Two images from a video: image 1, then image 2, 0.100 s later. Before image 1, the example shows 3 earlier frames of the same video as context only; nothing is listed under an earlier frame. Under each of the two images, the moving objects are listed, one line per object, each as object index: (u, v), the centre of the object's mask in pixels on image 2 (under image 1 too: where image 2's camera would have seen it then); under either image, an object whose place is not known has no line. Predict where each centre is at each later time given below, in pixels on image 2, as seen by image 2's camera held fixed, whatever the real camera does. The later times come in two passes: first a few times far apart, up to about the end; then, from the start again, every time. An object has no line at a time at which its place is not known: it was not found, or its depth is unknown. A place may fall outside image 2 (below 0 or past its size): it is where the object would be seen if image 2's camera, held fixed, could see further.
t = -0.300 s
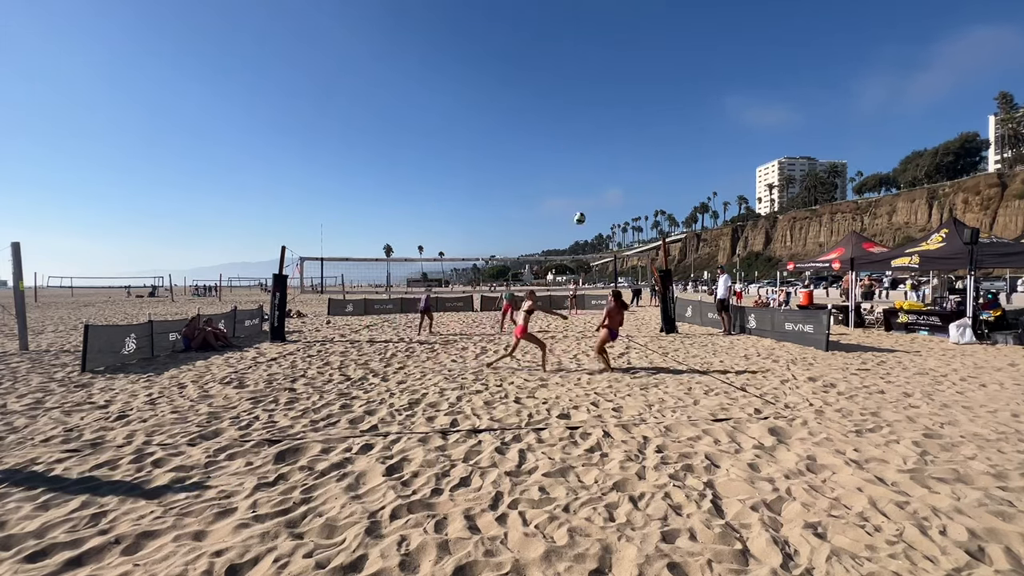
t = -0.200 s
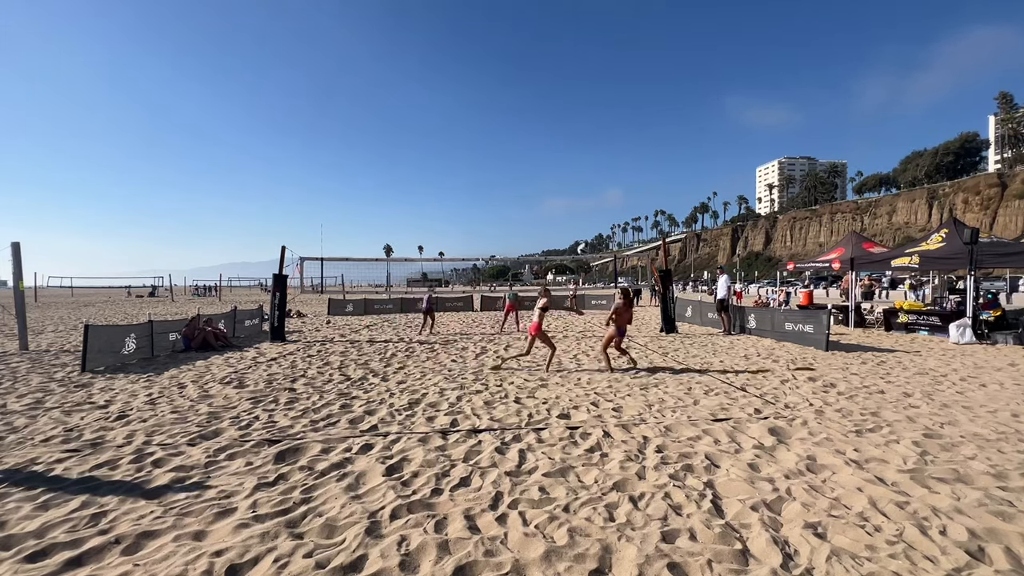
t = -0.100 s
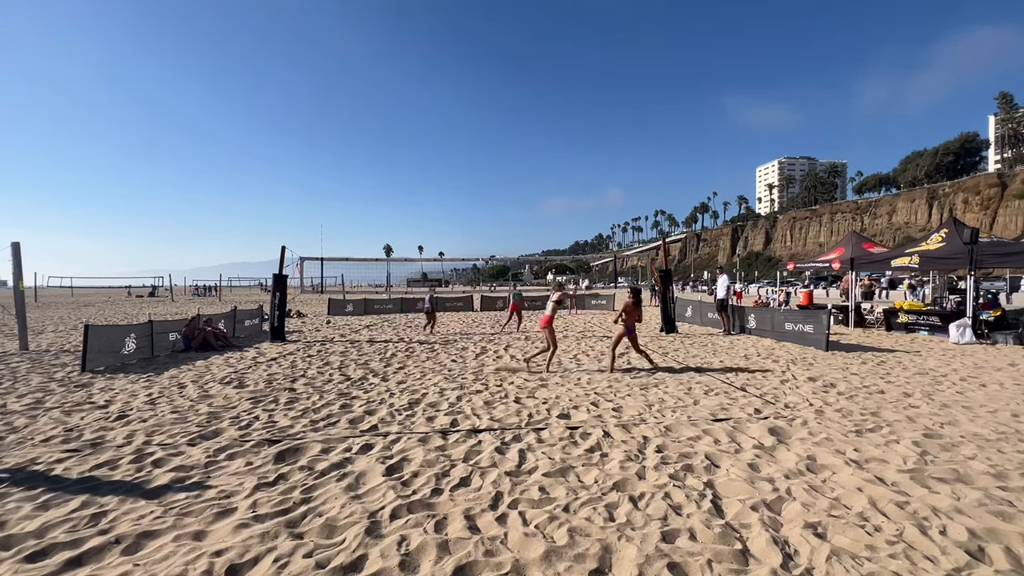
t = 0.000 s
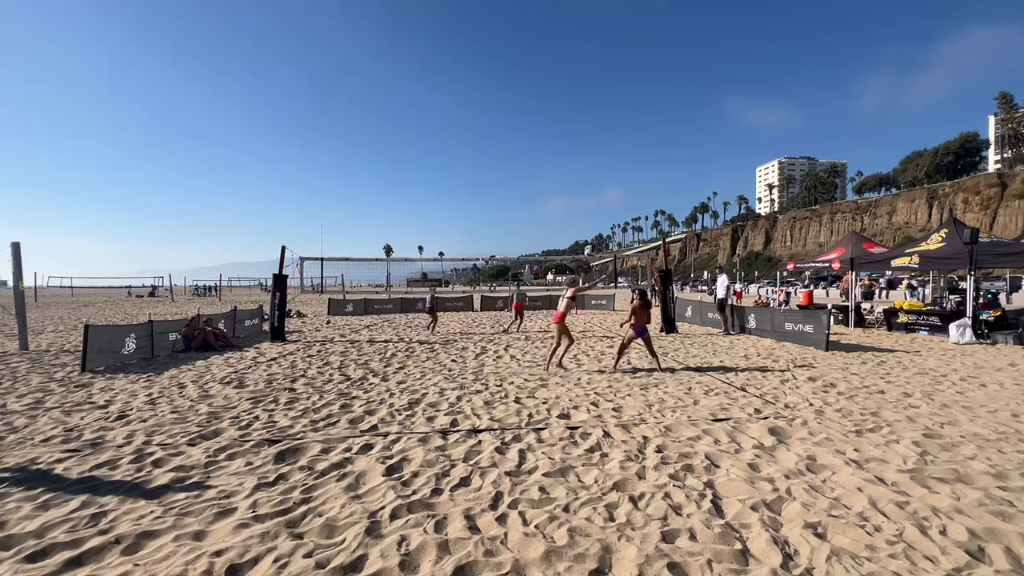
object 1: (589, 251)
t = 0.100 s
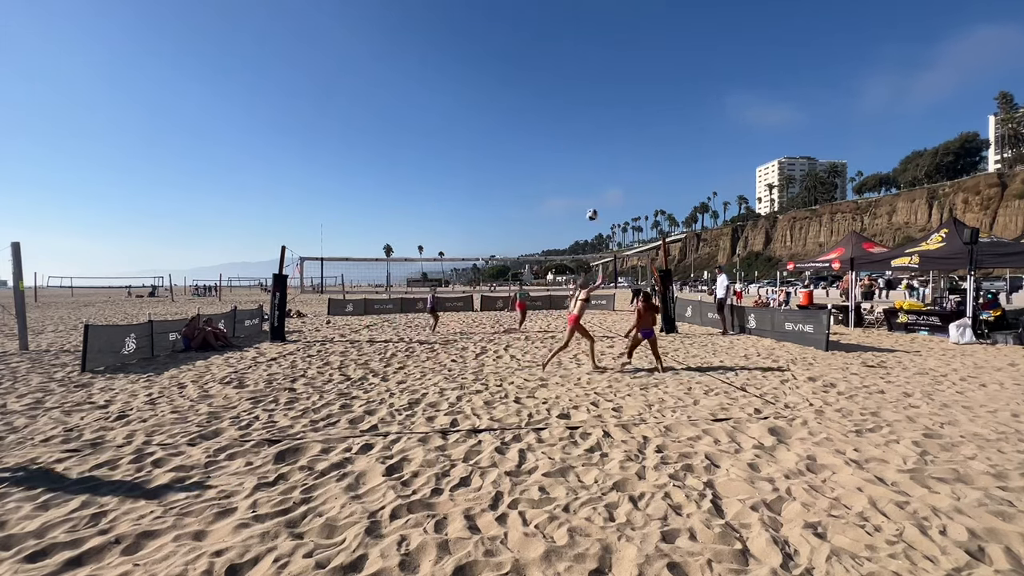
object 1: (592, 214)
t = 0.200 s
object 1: (593, 185)
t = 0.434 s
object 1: (599, 141)
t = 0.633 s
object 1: (605, 128)
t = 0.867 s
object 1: (612, 138)
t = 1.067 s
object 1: (620, 165)
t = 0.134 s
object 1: (592, 204)
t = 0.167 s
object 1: (592, 195)
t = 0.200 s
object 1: (593, 185)
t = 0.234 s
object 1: (594, 177)
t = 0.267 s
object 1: (595, 169)
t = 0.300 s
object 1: (595, 162)
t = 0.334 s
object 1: (596, 156)
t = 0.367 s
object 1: (597, 151)
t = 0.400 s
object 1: (598, 145)
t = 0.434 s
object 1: (599, 141)
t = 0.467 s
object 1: (600, 138)
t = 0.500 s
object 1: (601, 134)
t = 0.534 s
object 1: (602, 132)
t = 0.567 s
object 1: (603, 130)
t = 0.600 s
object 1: (604, 129)
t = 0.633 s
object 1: (605, 128)
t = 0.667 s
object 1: (606, 128)
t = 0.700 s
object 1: (607, 128)
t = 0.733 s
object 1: (608, 129)
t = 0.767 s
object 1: (608, 130)
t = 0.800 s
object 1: (610, 132)
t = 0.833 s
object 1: (611, 135)
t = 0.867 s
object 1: (612, 138)
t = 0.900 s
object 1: (613, 141)
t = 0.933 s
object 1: (614, 145)
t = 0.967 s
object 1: (616, 149)
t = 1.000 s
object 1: (617, 153)
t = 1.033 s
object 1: (618, 159)
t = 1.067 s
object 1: (620, 165)
